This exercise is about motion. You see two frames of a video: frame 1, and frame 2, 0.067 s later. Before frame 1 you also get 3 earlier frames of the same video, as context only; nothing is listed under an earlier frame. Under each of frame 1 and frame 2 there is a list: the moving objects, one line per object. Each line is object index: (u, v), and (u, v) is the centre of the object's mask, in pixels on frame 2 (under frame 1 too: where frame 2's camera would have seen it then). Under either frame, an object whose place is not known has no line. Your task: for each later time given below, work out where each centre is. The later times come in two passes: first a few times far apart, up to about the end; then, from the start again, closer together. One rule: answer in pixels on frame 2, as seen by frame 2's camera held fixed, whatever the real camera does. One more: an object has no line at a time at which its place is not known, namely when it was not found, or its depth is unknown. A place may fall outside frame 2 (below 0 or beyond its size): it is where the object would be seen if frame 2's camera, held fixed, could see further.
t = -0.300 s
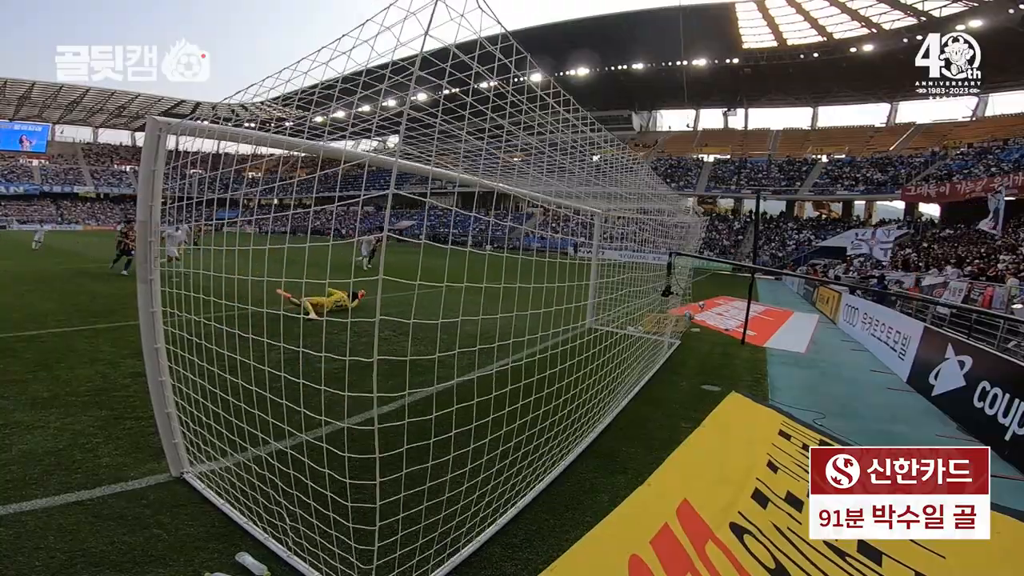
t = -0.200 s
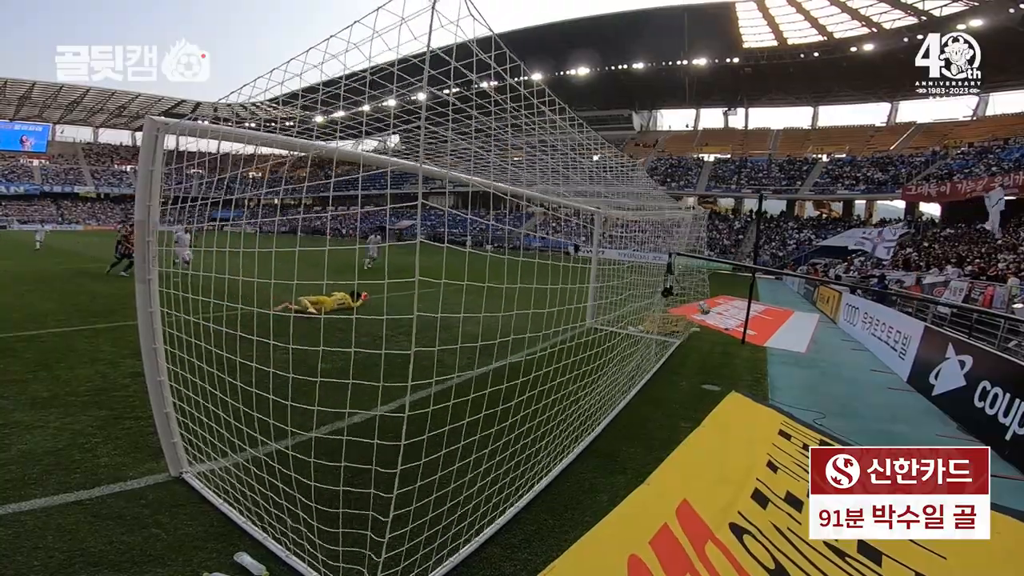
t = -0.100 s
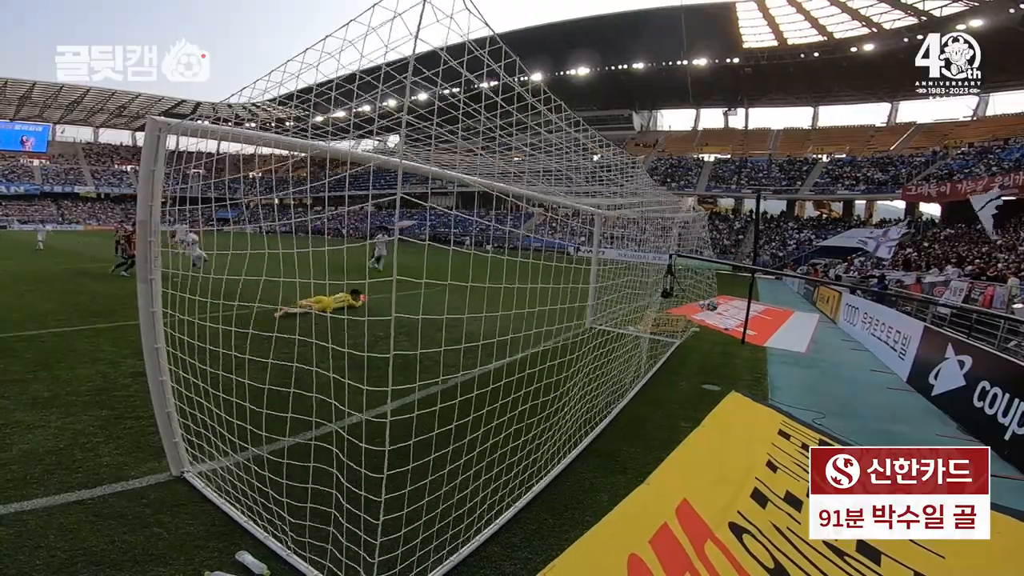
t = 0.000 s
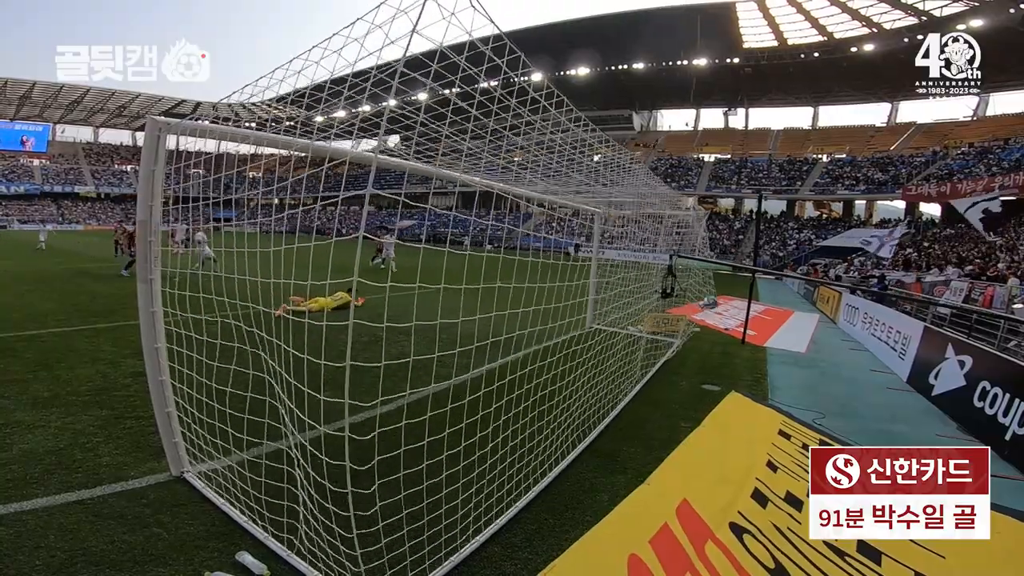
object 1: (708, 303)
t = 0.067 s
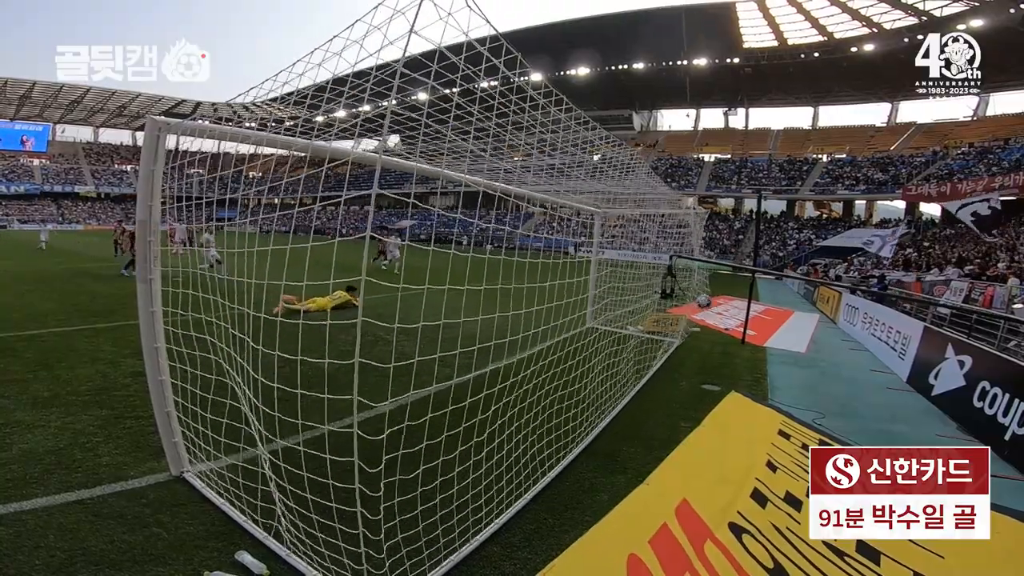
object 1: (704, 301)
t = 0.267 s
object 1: (671, 308)
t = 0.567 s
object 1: (602, 375)
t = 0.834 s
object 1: (573, 367)
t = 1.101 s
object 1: (547, 388)
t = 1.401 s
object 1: (503, 429)
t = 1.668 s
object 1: (452, 473)
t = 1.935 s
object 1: (389, 503)
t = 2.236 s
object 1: (302, 536)
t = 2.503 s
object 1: (297, 518)
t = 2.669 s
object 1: (292, 530)
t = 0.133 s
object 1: (697, 301)
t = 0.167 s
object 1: (691, 302)
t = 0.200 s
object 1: (684, 303)
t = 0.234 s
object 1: (679, 305)
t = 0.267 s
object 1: (671, 308)
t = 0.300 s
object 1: (666, 312)
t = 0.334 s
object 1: (659, 316)
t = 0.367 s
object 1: (652, 320)
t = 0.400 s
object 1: (644, 327)
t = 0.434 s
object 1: (636, 333)
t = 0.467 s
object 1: (629, 341)
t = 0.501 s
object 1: (621, 352)
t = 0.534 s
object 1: (612, 363)
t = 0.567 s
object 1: (602, 375)
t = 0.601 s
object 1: (592, 388)
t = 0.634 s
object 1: (587, 391)
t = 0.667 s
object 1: (585, 385)
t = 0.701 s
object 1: (584, 380)
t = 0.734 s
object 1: (581, 375)
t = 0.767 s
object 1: (578, 372)
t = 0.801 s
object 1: (577, 369)
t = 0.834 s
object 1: (573, 367)
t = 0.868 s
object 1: (570, 365)
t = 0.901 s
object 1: (568, 366)
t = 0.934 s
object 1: (566, 365)
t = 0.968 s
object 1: (562, 368)
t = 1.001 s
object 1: (558, 372)
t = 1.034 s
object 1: (555, 376)
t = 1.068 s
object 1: (550, 382)
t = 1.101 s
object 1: (547, 388)
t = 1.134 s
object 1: (541, 394)
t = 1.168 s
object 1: (537, 403)
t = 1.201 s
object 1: (534, 413)
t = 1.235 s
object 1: (527, 424)
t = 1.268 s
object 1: (522, 433)
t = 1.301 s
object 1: (518, 430)
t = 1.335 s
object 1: (513, 428)
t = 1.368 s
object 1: (508, 427)
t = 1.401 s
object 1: (503, 429)
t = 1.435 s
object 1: (498, 430)
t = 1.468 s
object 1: (492, 434)
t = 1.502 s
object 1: (485, 436)
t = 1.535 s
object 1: (480, 440)
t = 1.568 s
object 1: (473, 447)
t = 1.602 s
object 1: (467, 453)
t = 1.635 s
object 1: (460, 463)
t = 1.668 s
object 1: (452, 473)
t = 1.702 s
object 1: (445, 474)
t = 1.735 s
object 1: (438, 475)
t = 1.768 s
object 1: (431, 478)
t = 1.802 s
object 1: (424, 482)
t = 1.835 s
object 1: (415, 487)
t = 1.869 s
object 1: (407, 495)
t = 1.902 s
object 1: (398, 501)
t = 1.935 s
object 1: (389, 503)
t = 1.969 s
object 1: (381, 508)
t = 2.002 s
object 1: (370, 513)
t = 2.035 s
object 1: (361, 518)
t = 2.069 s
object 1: (351, 522)
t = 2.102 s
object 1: (339, 528)
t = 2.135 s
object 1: (329, 534)
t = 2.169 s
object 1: (320, 538)
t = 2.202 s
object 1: (307, 542)
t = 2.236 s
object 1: (302, 536)
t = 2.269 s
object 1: (300, 530)
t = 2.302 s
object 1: (299, 524)
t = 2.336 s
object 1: (297, 520)
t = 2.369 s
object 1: (296, 515)
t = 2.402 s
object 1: (296, 515)
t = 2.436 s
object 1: (296, 515)
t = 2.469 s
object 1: (297, 516)
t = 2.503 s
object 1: (297, 518)
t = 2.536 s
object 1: (297, 522)
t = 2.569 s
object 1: (298, 526)
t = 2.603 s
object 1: (299, 531)
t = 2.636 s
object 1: (296, 530)
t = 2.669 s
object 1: (292, 530)
